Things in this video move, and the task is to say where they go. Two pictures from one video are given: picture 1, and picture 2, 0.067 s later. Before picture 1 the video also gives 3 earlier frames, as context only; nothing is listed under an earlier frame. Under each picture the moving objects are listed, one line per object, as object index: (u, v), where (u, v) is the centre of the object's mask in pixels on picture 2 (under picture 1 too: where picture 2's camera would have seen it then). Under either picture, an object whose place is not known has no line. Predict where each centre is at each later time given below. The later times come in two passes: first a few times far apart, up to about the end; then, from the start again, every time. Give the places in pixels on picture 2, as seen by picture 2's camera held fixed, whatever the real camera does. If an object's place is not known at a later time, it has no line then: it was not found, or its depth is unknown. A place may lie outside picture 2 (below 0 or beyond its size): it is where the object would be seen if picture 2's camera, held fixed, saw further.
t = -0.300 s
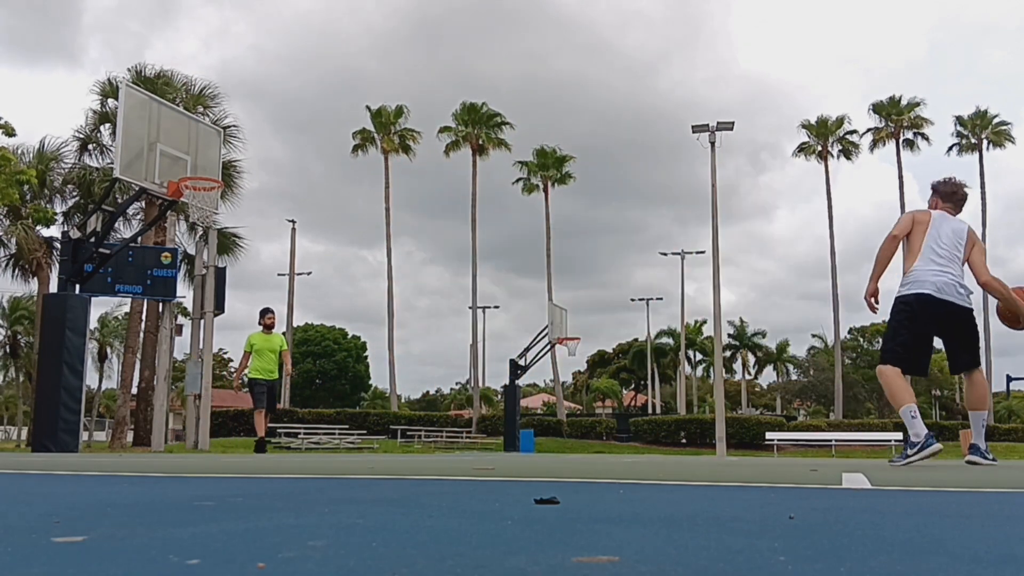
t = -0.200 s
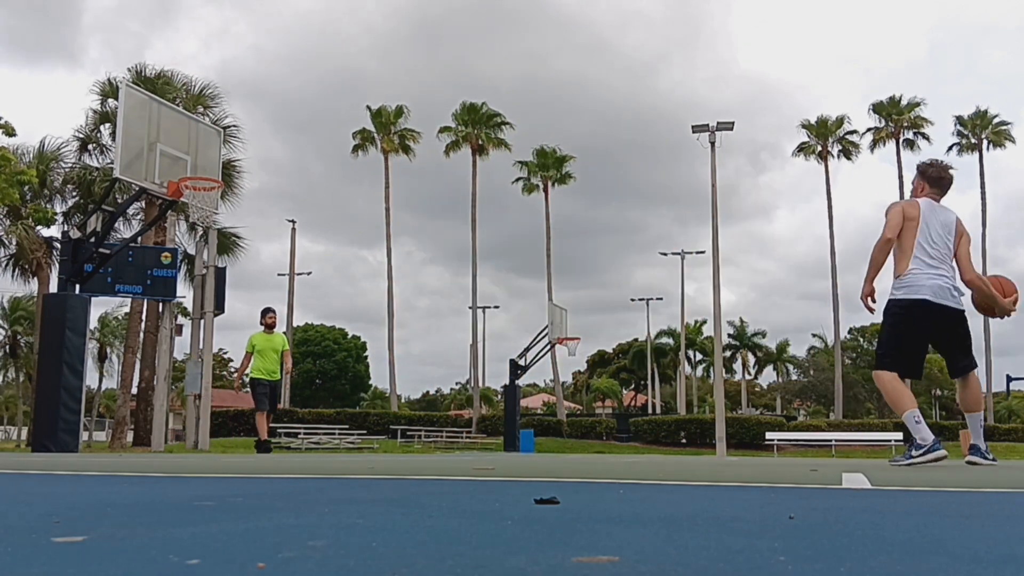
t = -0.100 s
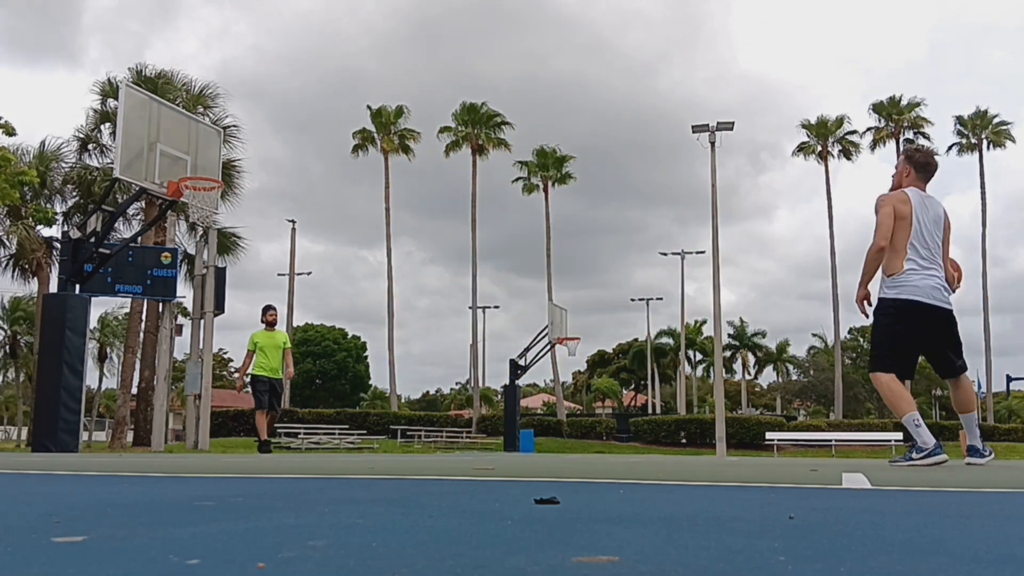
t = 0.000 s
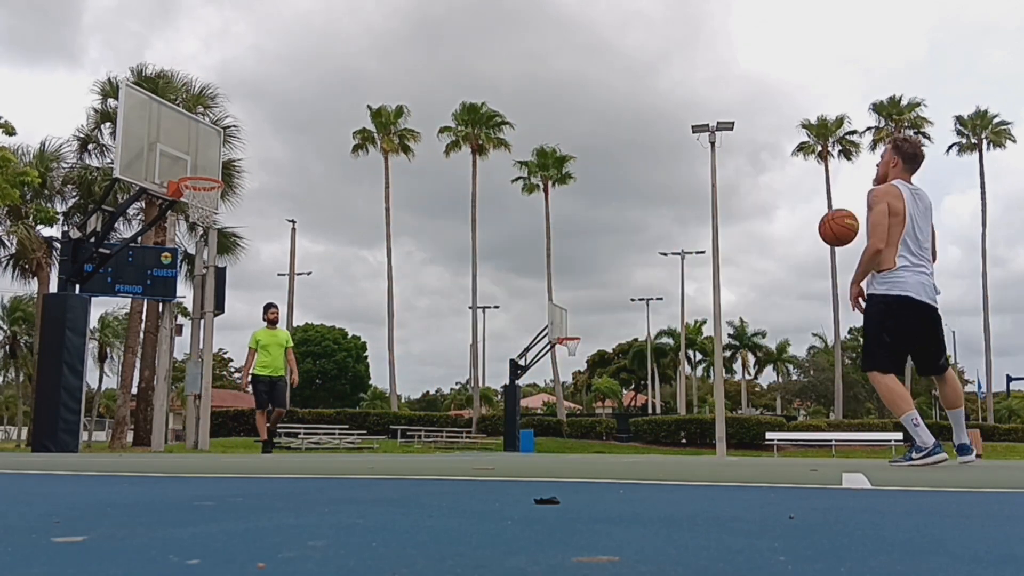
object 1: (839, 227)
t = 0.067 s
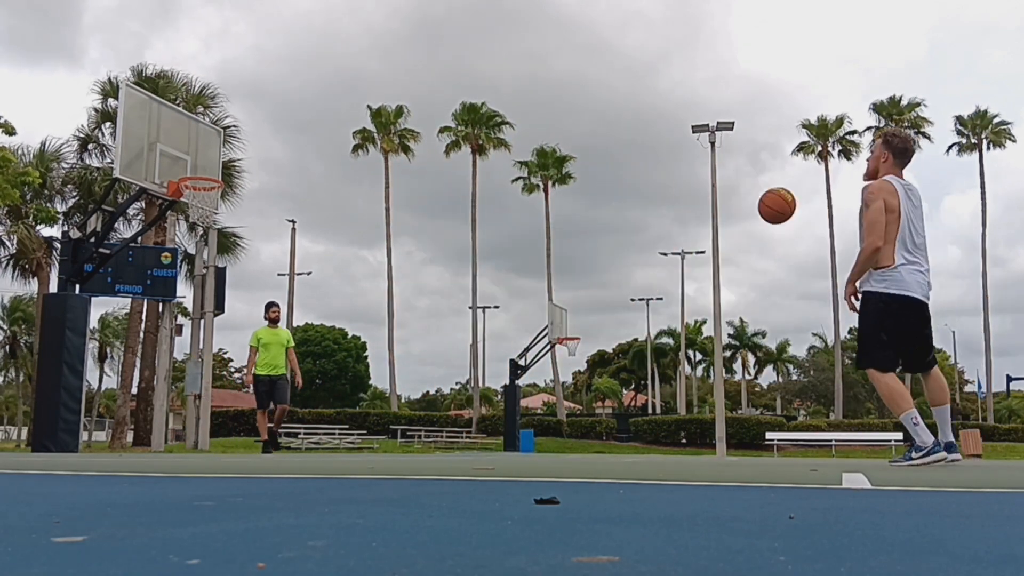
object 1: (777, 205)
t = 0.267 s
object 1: (620, 184)
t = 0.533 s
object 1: (458, 235)
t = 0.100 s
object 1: (748, 198)
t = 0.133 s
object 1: (720, 192)
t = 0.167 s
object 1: (693, 187)
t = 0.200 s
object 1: (668, 185)
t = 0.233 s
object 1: (644, 184)
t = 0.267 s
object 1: (620, 184)
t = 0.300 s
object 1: (597, 186)
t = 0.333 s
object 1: (576, 190)
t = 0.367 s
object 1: (554, 194)
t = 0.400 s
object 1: (533, 200)
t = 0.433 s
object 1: (514, 208)
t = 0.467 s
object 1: (495, 216)
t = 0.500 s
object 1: (476, 225)
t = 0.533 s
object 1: (458, 235)
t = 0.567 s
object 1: (440, 246)
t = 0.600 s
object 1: (423, 259)
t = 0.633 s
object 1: (406, 272)
